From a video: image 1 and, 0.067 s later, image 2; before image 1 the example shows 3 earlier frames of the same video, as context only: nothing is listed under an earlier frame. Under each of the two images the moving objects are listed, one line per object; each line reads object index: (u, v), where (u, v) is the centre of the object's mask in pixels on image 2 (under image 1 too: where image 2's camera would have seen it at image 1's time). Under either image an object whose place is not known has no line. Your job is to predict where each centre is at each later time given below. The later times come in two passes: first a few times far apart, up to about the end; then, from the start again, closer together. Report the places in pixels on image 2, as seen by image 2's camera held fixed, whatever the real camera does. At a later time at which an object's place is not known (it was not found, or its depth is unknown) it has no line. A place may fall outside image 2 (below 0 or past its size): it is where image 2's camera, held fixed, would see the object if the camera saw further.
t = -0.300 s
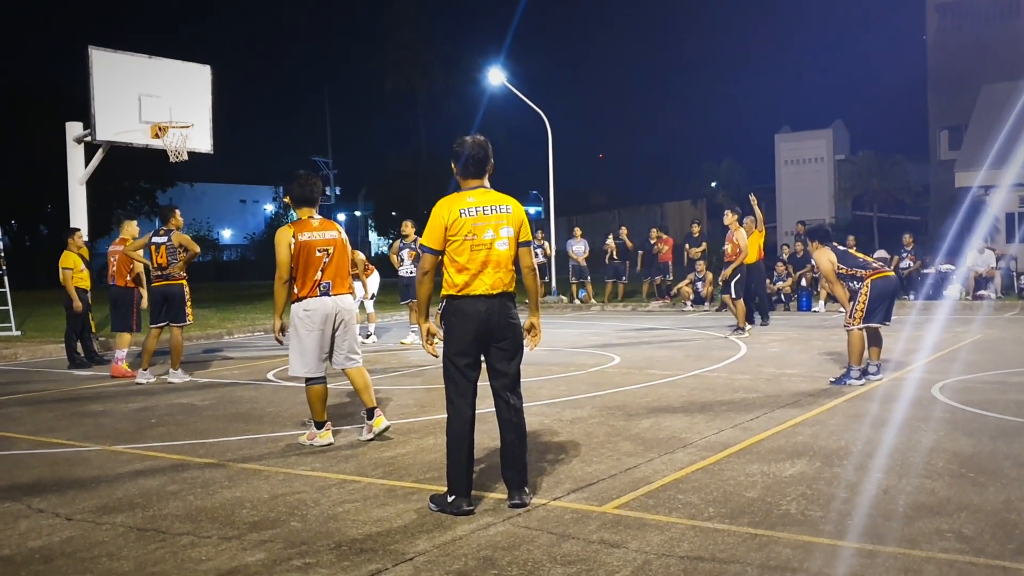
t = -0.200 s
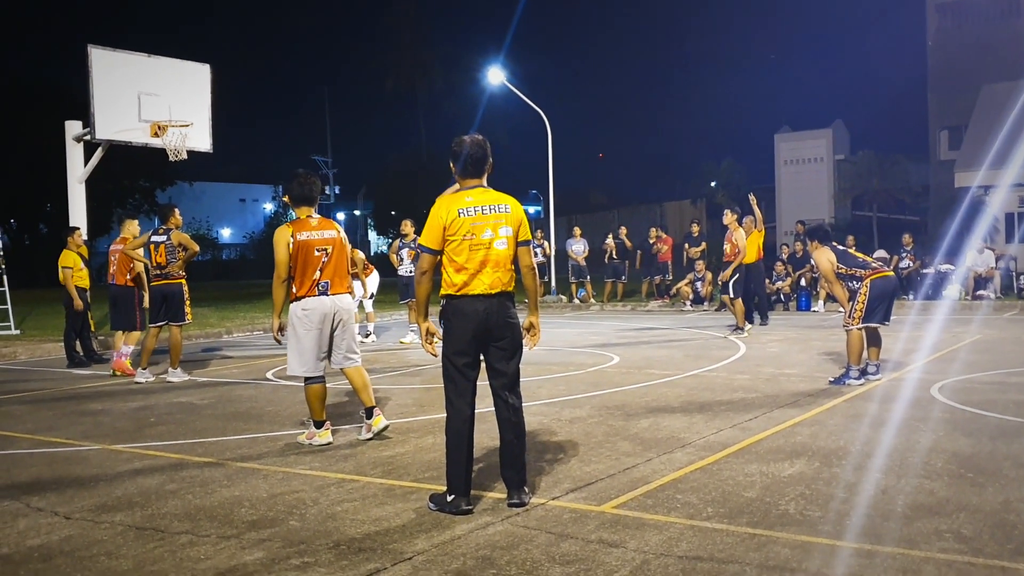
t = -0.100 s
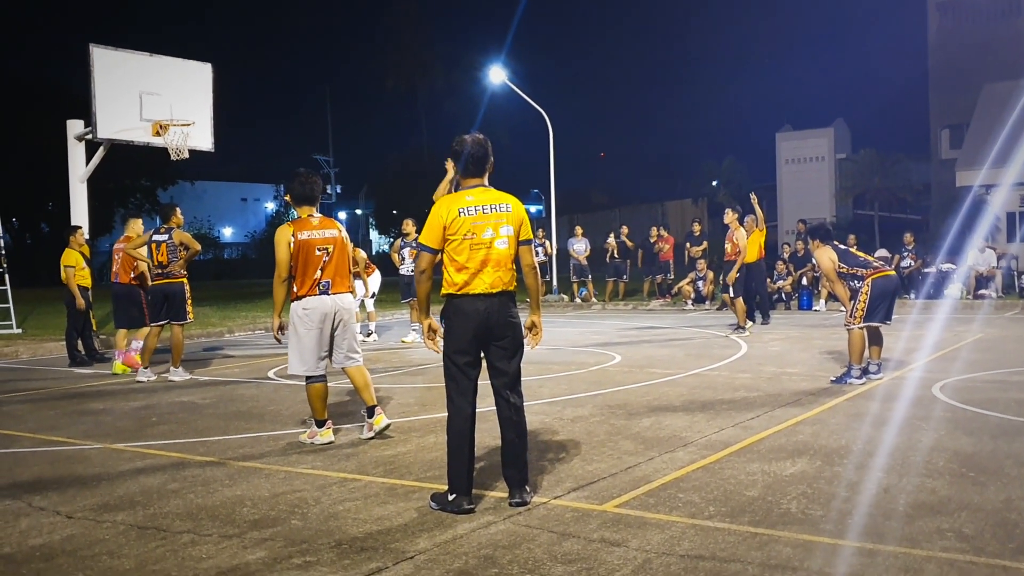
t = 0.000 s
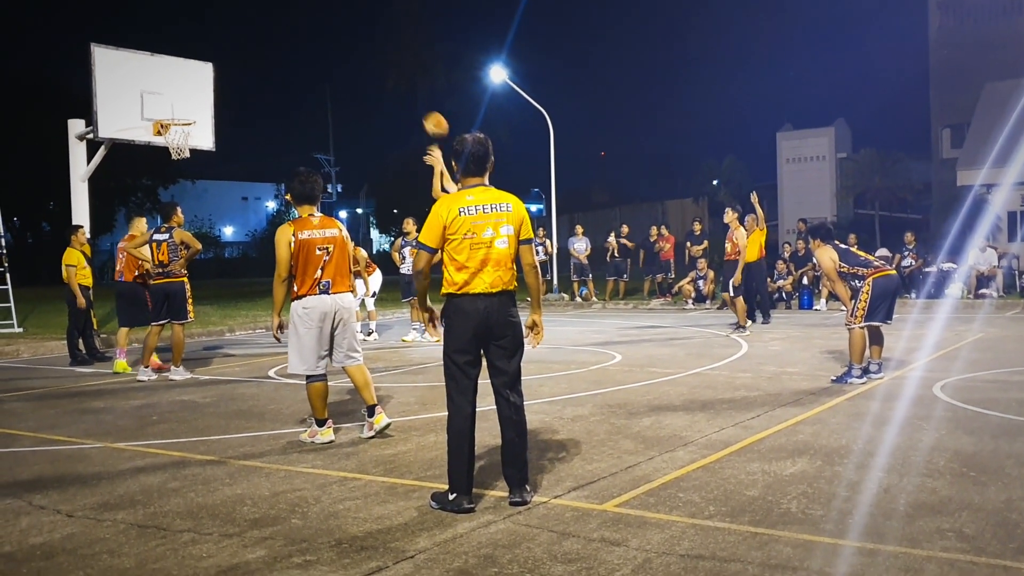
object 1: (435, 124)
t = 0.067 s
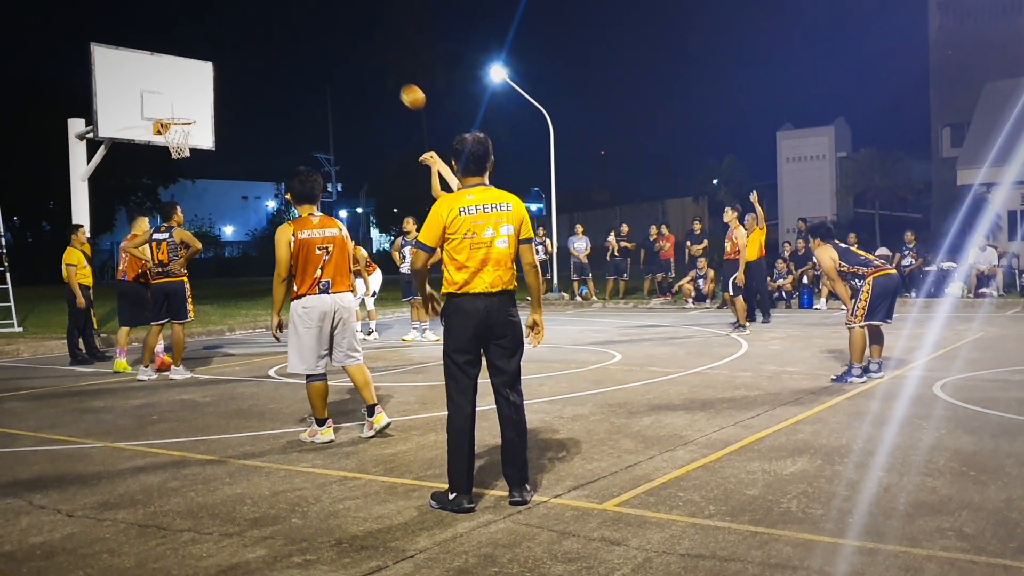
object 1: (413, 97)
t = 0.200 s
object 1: (369, 57)
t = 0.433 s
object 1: (301, 28)
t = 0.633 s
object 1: (250, 39)
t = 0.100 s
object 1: (401, 85)
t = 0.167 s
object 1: (380, 65)
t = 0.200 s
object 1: (369, 57)
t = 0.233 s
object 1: (359, 49)
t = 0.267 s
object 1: (349, 43)
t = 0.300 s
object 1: (339, 38)
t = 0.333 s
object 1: (329, 34)
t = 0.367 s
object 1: (320, 31)
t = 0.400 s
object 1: (311, 29)
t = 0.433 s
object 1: (301, 28)
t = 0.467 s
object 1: (293, 27)
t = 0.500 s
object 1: (284, 28)
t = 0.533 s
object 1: (275, 30)
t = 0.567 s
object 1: (266, 32)
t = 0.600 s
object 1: (258, 35)
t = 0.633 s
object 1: (250, 39)
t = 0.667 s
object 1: (242, 44)
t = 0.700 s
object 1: (234, 50)
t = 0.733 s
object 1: (227, 57)
